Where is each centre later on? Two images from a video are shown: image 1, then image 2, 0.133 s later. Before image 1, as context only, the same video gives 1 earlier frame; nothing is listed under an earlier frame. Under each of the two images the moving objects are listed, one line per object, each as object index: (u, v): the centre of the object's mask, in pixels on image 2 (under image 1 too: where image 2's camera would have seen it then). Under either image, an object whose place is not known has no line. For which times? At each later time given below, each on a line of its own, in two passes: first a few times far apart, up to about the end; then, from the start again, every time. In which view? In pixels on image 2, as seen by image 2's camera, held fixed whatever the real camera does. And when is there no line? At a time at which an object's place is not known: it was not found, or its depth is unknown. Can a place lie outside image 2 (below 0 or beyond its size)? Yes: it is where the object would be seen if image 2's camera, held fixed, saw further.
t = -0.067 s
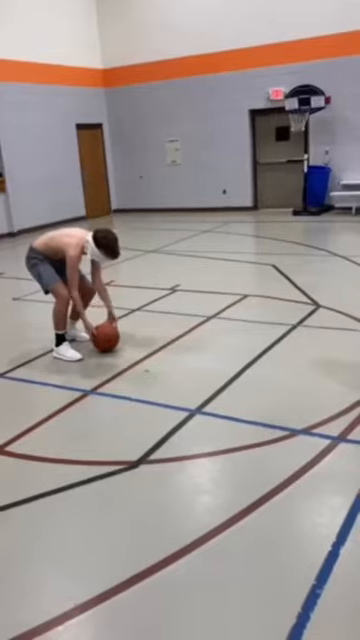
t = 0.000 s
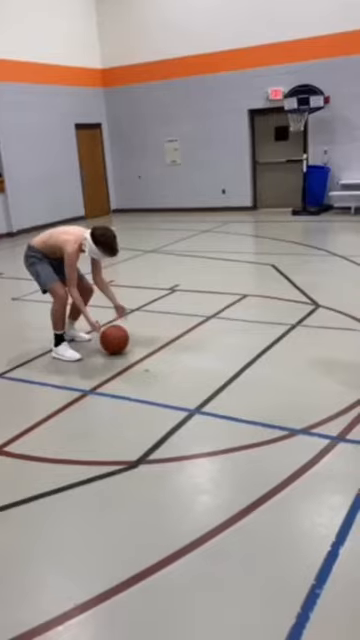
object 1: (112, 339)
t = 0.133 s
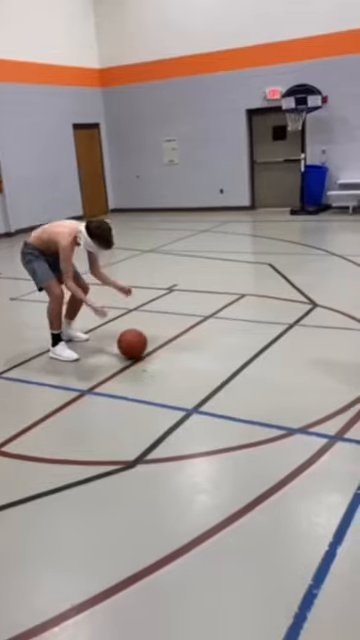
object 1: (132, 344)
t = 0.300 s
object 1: (157, 349)
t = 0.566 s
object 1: (201, 359)
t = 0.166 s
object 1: (137, 344)
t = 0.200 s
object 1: (142, 345)
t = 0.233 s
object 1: (147, 347)
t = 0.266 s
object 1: (152, 348)
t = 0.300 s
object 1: (157, 349)
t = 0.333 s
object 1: (162, 350)
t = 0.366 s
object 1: (167, 351)
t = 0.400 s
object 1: (173, 353)
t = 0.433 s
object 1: (178, 354)
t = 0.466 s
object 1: (183, 356)
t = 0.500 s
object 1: (189, 357)
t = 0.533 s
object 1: (195, 358)
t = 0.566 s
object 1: (201, 359)
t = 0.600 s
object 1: (208, 361)
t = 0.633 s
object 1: (214, 362)
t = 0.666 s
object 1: (220, 363)
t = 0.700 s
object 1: (226, 364)
